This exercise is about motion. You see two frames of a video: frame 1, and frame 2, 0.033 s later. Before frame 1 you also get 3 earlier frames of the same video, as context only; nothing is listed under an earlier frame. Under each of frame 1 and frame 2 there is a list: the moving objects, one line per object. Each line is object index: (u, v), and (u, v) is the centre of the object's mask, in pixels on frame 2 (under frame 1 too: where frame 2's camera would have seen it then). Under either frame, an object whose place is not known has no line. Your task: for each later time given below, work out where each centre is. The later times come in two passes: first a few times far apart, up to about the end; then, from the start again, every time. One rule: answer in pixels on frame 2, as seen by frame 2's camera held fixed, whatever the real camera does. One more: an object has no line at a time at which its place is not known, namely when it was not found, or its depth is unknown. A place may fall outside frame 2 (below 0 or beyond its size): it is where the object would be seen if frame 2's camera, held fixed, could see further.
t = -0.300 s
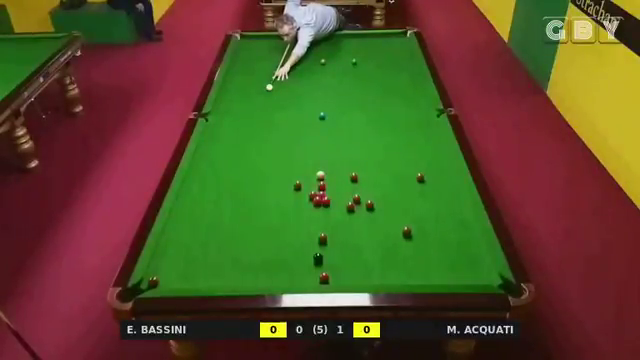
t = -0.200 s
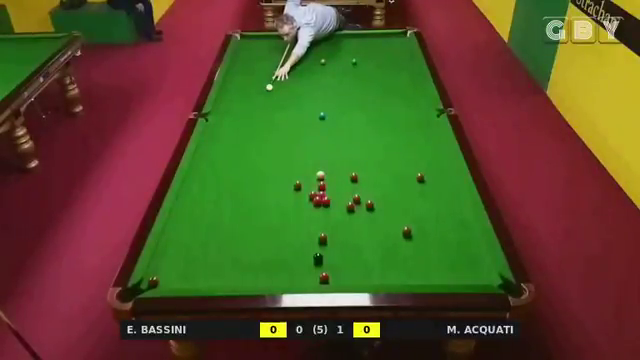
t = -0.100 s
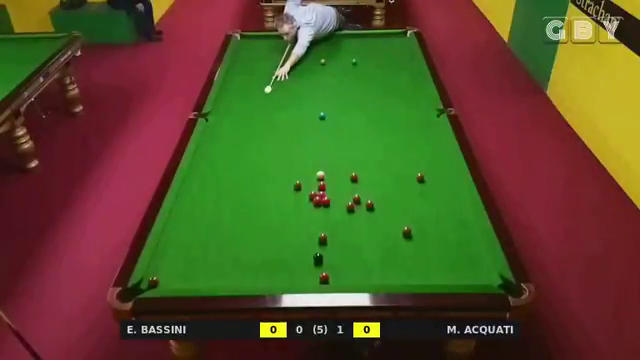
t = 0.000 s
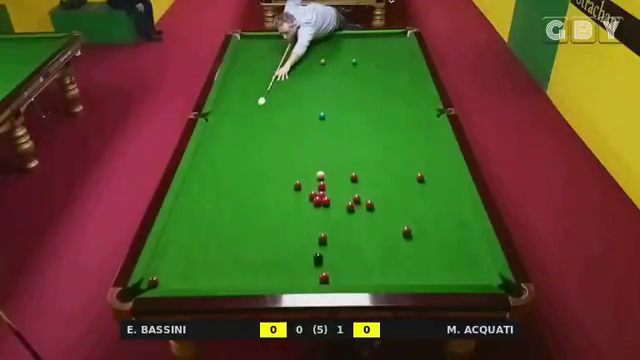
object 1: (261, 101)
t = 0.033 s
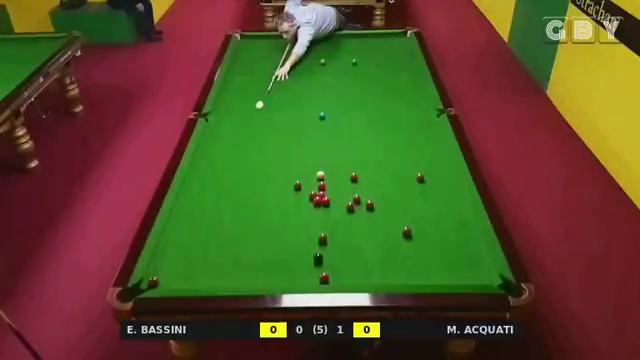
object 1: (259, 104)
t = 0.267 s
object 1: (245, 130)
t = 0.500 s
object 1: (229, 159)
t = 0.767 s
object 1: (207, 199)
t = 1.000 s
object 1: (183, 243)
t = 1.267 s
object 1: (174, 276)
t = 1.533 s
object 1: (201, 247)
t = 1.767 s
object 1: (220, 225)
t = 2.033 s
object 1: (239, 204)
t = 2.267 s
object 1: (254, 188)
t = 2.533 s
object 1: (269, 172)
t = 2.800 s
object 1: (282, 158)
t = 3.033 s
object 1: (292, 147)
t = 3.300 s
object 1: (303, 135)
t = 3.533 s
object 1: (312, 126)
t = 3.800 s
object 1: (319, 119)
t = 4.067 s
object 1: (323, 117)
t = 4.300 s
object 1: (325, 115)
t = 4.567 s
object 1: (326, 115)
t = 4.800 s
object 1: (327, 114)
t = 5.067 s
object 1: (328, 114)
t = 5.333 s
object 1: (328, 114)
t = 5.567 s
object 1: (328, 114)
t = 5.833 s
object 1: (328, 114)
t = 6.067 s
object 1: (328, 114)
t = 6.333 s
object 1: (328, 114)
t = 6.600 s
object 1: (328, 114)
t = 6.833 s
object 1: (328, 114)
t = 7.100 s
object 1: (328, 114)
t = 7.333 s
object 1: (328, 114)
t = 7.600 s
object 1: (328, 114)
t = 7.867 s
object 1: (328, 114)
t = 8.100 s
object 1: (328, 114)
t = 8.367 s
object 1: (328, 114)
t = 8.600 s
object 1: (328, 114)
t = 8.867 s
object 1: (328, 114)
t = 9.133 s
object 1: (328, 114)
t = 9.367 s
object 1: (328, 114)
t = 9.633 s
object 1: (328, 114)
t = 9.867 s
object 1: (328, 114)
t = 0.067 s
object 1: (257, 108)
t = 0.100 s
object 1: (255, 112)
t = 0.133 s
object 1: (253, 115)
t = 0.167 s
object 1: (251, 119)
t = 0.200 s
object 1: (249, 122)
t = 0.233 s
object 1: (247, 126)
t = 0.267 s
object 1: (245, 130)
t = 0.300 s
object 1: (243, 134)
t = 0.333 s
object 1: (241, 138)
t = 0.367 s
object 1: (238, 142)
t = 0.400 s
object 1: (236, 146)
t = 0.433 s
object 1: (234, 150)
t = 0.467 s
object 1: (231, 154)
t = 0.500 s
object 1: (229, 159)
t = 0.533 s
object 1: (226, 164)
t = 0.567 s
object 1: (224, 168)
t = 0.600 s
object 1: (221, 173)
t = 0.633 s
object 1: (218, 179)
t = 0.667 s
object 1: (216, 183)
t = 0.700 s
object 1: (213, 189)
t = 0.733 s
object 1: (210, 194)
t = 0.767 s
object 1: (207, 199)
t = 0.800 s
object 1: (204, 205)
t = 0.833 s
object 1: (200, 211)
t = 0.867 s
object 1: (197, 217)
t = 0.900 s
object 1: (193, 223)
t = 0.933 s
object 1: (190, 229)
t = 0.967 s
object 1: (186, 236)
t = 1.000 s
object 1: (183, 243)
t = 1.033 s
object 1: (179, 250)
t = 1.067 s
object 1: (175, 257)
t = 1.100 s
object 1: (170, 264)
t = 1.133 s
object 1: (166, 271)
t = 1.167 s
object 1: (164, 279)
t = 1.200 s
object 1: (166, 282)
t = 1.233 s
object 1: (170, 281)
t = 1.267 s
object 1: (174, 276)
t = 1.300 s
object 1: (179, 271)
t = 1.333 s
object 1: (182, 268)
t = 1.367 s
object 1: (185, 264)
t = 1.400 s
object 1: (189, 260)
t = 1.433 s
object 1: (192, 257)
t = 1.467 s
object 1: (195, 253)
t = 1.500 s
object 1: (198, 250)
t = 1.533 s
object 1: (201, 247)
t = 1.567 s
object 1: (204, 243)
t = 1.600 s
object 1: (207, 240)
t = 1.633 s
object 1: (209, 237)
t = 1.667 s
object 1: (212, 234)
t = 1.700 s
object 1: (215, 231)
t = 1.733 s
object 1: (217, 228)
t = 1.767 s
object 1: (220, 225)
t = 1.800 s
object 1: (223, 222)
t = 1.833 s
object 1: (225, 220)
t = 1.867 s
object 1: (227, 217)
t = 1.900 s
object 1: (230, 214)
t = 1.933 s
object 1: (232, 212)
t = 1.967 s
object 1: (234, 209)
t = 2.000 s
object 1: (237, 206)
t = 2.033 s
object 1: (239, 204)
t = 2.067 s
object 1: (241, 202)
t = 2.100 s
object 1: (243, 199)
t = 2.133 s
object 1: (246, 197)
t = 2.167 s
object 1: (248, 194)
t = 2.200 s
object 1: (250, 193)
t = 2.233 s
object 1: (252, 190)
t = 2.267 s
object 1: (254, 188)
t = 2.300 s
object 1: (256, 186)
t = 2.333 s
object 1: (258, 184)
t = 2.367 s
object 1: (260, 182)
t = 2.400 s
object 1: (262, 180)
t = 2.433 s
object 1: (263, 178)
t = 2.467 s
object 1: (265, 176)
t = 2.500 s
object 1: (267, 174)
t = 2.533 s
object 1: (269, 172)
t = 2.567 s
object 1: (270, 170)
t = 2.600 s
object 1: (272, 169)
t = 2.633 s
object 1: (274, 166)
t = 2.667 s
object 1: (275, 165)
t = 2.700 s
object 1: (277, 163)
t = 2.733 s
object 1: (279, 161)
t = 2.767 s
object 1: (280, 160)
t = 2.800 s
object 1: (282, 158)
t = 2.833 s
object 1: (284, 156)
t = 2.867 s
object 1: (285, 155)
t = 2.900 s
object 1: (287, 153)
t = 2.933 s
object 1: (288, 152)
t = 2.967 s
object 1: (289, 150)
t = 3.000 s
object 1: (291, 148)
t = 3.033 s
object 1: (292, 147)
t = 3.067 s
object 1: (294, 145)
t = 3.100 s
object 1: (295, 144)
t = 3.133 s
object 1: (297, 142)
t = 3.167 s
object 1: (298, 141)
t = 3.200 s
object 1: (299, 140)
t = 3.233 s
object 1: (301, 138)
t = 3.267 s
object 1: (302, 136)
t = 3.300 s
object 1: (303, 135)
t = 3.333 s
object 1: (305, 134)
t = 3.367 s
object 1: (306, 132)
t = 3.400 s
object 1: (307, 131)
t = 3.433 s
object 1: (308, 130)
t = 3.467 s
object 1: (310, 129)
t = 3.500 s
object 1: (311, 128)
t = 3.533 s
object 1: (312, 126)
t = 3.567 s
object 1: (313, 125)
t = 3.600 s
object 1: (314, 124)
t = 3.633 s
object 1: (315, 123)
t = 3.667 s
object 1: (316, 121)
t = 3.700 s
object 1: (317, 120)
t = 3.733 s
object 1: (318, 119)
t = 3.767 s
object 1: (319, 118)
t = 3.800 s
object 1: (319, 119)
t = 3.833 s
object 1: (320, 119)
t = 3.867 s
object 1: (320, 118)
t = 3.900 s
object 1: (321, 118)
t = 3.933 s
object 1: (321, 118)
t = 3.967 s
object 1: (321, 117)
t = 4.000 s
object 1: (322, 117)
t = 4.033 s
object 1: (322, 117)
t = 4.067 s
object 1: (323, 117)
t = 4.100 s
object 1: (323, 117)
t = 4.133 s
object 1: (323, 116)
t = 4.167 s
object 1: (324, 116)
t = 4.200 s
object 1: (324, 116)
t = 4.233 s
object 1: (324, 116)
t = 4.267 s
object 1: (324, 116)
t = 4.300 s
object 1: (325, 115)
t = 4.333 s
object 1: (325, 115)
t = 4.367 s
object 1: (325, 115)
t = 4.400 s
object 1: (325, 115)
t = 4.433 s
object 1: (325, 115)
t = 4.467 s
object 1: (326, 115)
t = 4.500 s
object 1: (326, 115)
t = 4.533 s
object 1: (326, 115)
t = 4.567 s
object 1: (326, 115)
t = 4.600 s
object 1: (326, 115)
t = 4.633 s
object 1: (327, 115)
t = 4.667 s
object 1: (327, 115)
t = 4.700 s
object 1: (327, 114)
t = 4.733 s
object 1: (327, 114)
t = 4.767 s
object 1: (327, 114)
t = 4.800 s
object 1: (327, 114)
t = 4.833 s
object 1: (328, 114)
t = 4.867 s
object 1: (328, 114)
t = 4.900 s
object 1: (328, 114)
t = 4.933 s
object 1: (328, 114)
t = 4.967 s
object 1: (328, 114)
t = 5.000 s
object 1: (328, 114)
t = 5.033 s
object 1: (328, 114)
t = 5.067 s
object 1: (328, 114)
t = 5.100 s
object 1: (328, 114)
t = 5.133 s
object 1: (328, 114)
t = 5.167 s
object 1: (328, 114)
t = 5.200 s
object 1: (328, 114)
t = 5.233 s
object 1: (328, 114)
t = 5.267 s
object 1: (328, 114)
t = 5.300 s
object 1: (328, 114)
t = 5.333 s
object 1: (328, 114)
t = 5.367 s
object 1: (328, 114)
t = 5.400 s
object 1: (328, 114)
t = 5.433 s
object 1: (328, 114)
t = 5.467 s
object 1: (328, 114)
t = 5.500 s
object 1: (328, 114)
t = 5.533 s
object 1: (328, 114)
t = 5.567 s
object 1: (328, 114)
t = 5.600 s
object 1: (328, 114)
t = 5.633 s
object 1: (328, 114)
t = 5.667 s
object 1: (328, 114)
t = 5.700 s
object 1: (328, 114)
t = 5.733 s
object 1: (328, 114)
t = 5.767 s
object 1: (328, 114)
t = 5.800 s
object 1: (328, 114)
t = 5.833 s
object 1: (328, 114)
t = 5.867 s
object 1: (328, 114)
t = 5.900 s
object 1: (328, 114)
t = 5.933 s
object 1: (328, 114)
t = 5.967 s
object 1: (328, 114)
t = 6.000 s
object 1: (328, 114)
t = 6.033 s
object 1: (328, 114)
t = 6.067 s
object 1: (328, 114)
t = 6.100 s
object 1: (328, 114)
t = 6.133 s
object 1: (328, 114)
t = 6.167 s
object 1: (328, 114)
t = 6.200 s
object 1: (328, 114)
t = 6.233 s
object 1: (328, 114)
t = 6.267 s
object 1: (328, 114)
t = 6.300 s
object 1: (328, 114)
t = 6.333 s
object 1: (328, 114)
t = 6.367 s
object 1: (328, 114)
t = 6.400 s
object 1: (328, 114)
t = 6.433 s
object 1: (328, 114)
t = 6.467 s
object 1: (328, 114)
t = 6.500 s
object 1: (328, 114)
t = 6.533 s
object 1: (328, 114)
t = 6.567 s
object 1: (328, 114)
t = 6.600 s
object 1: (328, 114)
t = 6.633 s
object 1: (328, 114)
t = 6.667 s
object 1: (328, 114)
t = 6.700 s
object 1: (328, 114)
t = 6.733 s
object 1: (328, 114)
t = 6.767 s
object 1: (328, 114)
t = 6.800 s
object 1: (328, 114)
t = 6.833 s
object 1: (328, 114)
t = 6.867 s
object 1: (328, 114)
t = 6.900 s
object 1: (328, 114)
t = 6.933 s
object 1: (328, 114)
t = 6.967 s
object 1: (328, 114)
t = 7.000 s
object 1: (328, 114)
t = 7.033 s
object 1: (328, 114)
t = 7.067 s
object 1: (328, 114)
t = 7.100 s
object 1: (328, 114)
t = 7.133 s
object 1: (328, 114)
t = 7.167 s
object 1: (328, 114)
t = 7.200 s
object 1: (328, 114)
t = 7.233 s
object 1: (328, 114)
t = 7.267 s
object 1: (328, 114)
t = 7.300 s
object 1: (328, 114)
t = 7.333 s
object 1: (328, 114)
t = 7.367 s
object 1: (328, 114)
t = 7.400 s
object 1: (328, 114)
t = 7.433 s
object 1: (328, 114)
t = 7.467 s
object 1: (328, 114)
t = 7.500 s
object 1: (328, 114)
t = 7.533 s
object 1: (328, 114)
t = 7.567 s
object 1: (328, 114)
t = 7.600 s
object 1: (328, 114)
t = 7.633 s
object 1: (328, 114)
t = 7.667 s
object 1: (328, 114)
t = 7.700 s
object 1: (328, 114)
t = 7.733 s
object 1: (328, 114)
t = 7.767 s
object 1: (328, 114)
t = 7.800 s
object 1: (328, 114)
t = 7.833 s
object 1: (328, 114)
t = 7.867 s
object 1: (328, 114)
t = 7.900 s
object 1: (328, 114)
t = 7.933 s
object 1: (328, 114)
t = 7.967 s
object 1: (328, 114)
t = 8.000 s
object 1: (328, 114)
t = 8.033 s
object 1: (328, 114)
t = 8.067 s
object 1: (328, 114)
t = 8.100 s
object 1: (328, 114)
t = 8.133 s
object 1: (328, 114)
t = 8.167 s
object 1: (328, 114)
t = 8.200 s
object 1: (328, 114)
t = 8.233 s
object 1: (328, 114)
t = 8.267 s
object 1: (328, 114)
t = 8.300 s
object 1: (328, 114)
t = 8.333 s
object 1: (328, 114)
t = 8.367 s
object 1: (328, 114)
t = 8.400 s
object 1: (328, 114)
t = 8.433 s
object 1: (328, 114)
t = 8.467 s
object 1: (328, 114)
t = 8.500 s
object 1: (328, 114)
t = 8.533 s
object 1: (328, 114)
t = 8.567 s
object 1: (328, 114)
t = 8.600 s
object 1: (328, 114)
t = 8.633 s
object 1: (328, 114)
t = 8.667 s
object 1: (328, 114)
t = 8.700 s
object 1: (328, 114)
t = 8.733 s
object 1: (328, 114)
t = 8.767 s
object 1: (328, 114)
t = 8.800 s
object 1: (328, 114)
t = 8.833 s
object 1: (328, 114)
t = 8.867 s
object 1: (328, 114)
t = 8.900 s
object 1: (328, 114)
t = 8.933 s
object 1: (328, 114)
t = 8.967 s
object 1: (328, 114)
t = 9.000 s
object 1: (328, 114)
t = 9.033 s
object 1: (328, 114)
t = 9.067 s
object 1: (328, 114)
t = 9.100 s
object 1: (328, 114)
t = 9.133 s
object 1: (328, 114)
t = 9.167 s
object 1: (328, 114)
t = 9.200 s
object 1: (328, 114)
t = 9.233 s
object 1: (328, 114)
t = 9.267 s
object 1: (328, 114)
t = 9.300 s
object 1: (328, 114)
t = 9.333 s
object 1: (328, 114)
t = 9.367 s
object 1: (328, 114)
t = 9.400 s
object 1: (328, 114)
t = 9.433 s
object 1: (328, 114)
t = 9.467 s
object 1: (328, 114)
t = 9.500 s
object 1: (328, 114)
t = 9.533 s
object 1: (328, 114)
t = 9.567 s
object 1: (328, 114)
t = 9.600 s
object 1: (328, 114)
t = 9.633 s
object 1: (328, 114)
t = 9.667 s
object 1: (328, 114)
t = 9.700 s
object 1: (328, 114)
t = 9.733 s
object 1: (328, 114)
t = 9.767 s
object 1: (328, 114)
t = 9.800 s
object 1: (328, 114)
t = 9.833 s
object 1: (328, 114)
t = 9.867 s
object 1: (328, 114)
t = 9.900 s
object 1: (328, 114)
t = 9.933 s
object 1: (328, 114)
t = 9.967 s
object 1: (328, 114)
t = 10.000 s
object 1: (328, 114)
